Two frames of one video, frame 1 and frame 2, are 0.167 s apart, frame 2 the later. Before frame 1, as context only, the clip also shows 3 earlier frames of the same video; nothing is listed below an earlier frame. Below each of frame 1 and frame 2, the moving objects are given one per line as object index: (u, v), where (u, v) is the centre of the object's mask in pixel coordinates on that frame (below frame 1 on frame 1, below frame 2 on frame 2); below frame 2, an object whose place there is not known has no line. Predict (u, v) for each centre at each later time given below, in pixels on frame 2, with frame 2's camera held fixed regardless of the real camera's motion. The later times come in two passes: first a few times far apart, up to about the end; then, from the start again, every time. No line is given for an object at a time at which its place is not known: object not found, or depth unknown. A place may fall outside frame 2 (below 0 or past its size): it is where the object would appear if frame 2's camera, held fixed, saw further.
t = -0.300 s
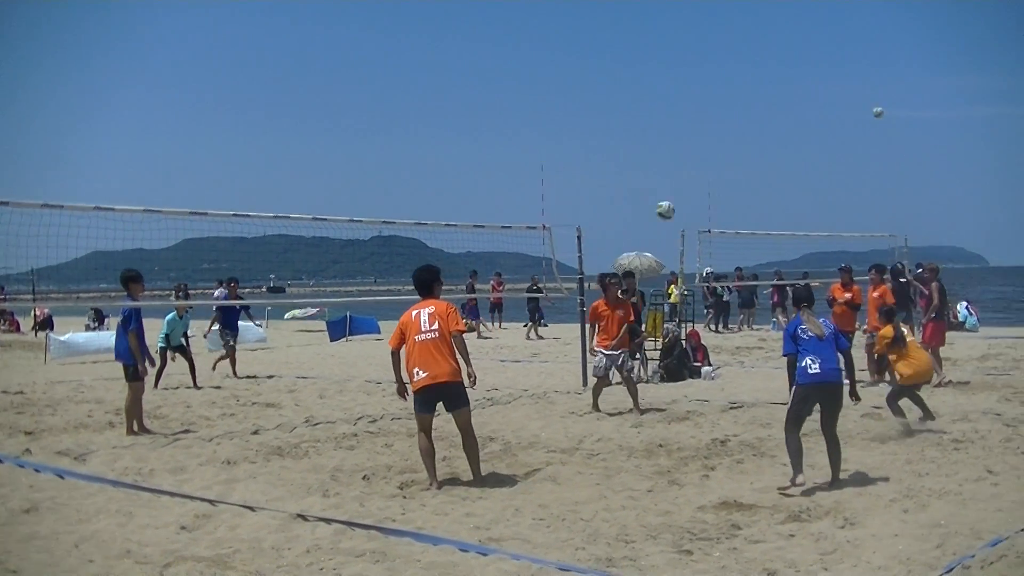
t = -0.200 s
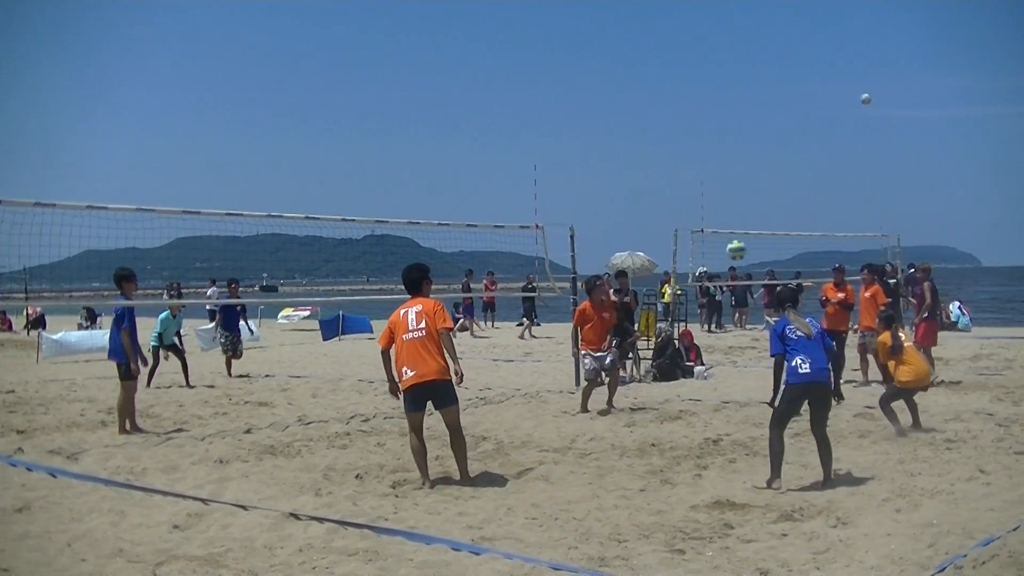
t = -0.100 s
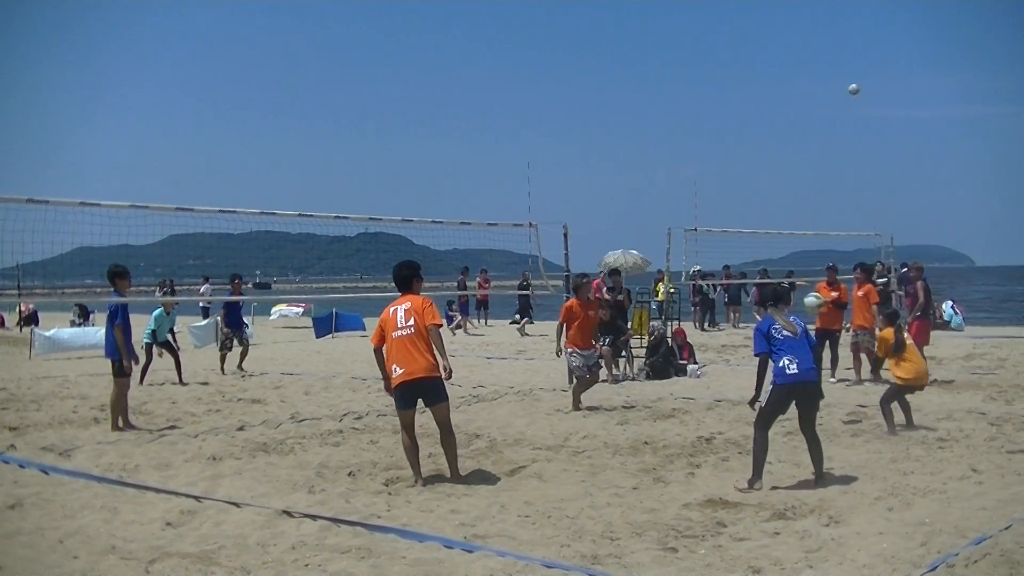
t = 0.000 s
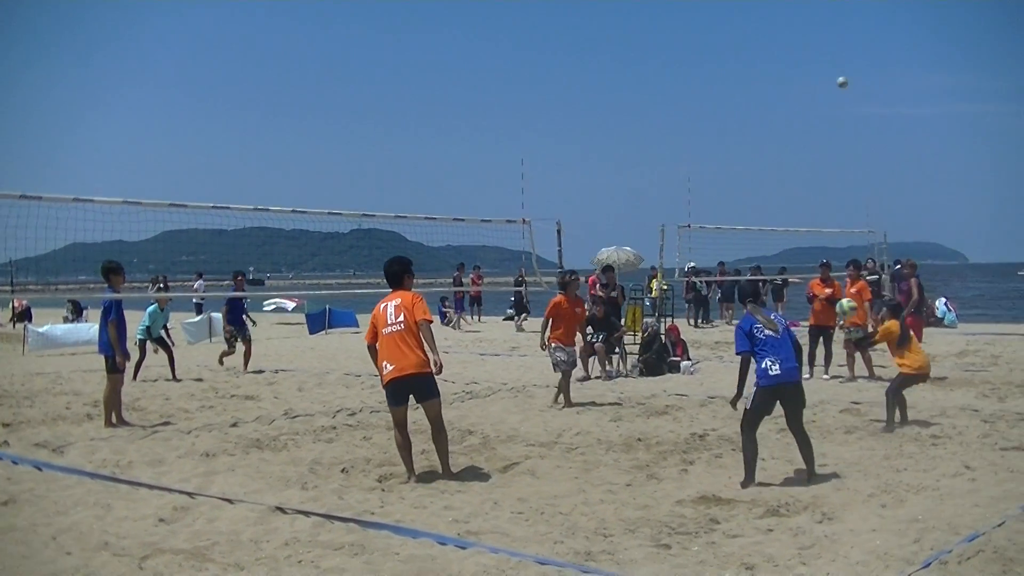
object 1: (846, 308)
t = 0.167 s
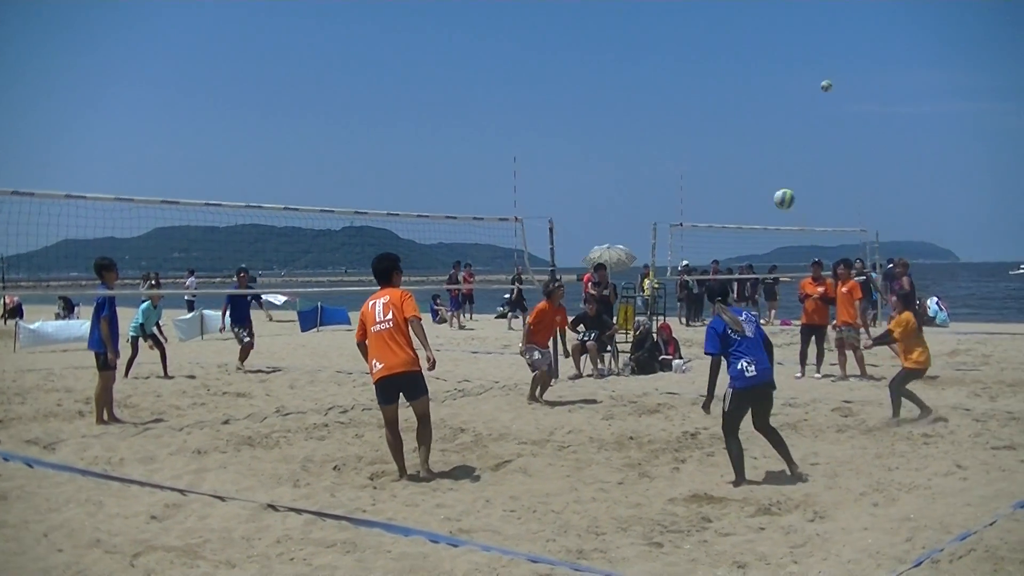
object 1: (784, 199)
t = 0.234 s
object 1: (762, 164)
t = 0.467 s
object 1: (694, 77)
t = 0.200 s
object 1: (773, 181)
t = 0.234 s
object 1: (762, 164)
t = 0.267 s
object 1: (752, 148)
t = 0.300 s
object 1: (741, 133)
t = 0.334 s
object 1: (731, 119)
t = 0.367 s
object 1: (722, 107)
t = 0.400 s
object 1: (713, 96)
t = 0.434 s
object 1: (703, 86)
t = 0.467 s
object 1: (694, 77)
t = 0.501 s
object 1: (685, 68)
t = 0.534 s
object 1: (676, 62)
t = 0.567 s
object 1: (666, 56)
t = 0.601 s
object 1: (657, 51)
